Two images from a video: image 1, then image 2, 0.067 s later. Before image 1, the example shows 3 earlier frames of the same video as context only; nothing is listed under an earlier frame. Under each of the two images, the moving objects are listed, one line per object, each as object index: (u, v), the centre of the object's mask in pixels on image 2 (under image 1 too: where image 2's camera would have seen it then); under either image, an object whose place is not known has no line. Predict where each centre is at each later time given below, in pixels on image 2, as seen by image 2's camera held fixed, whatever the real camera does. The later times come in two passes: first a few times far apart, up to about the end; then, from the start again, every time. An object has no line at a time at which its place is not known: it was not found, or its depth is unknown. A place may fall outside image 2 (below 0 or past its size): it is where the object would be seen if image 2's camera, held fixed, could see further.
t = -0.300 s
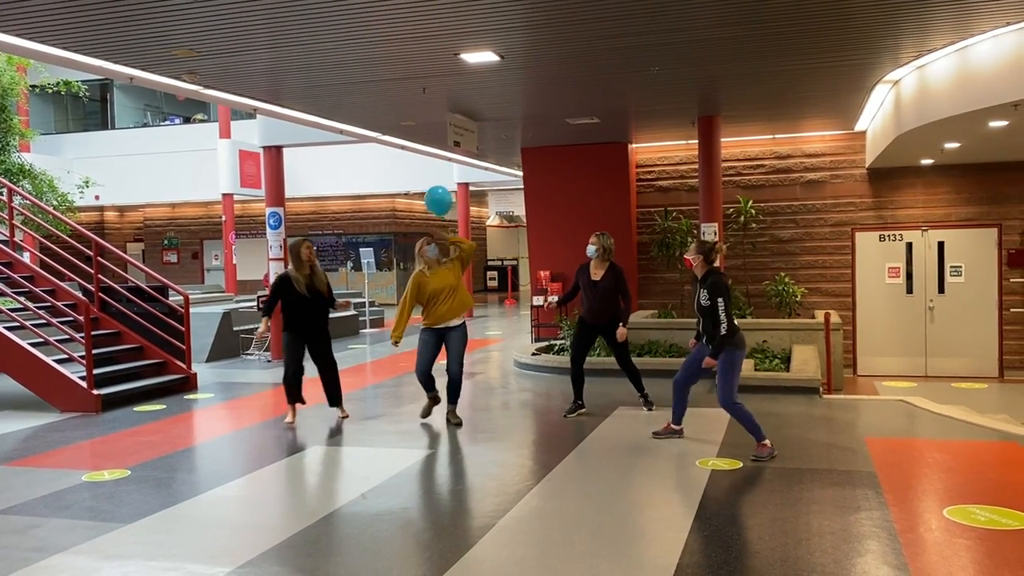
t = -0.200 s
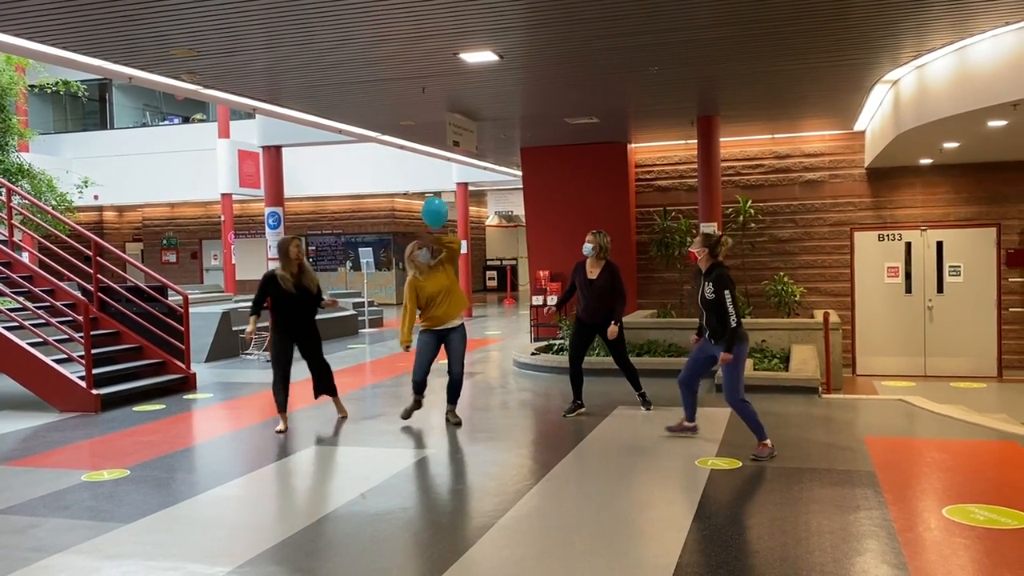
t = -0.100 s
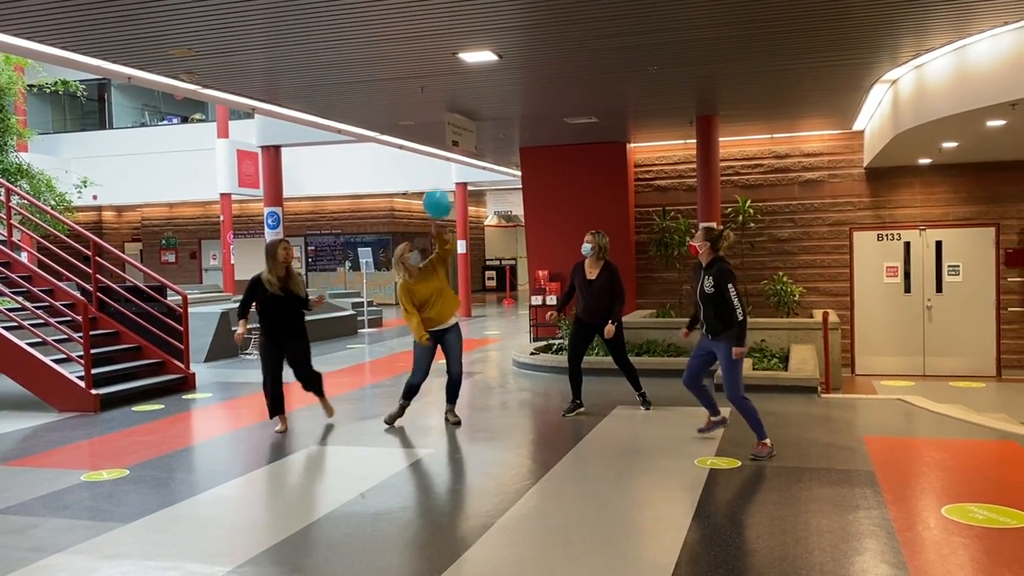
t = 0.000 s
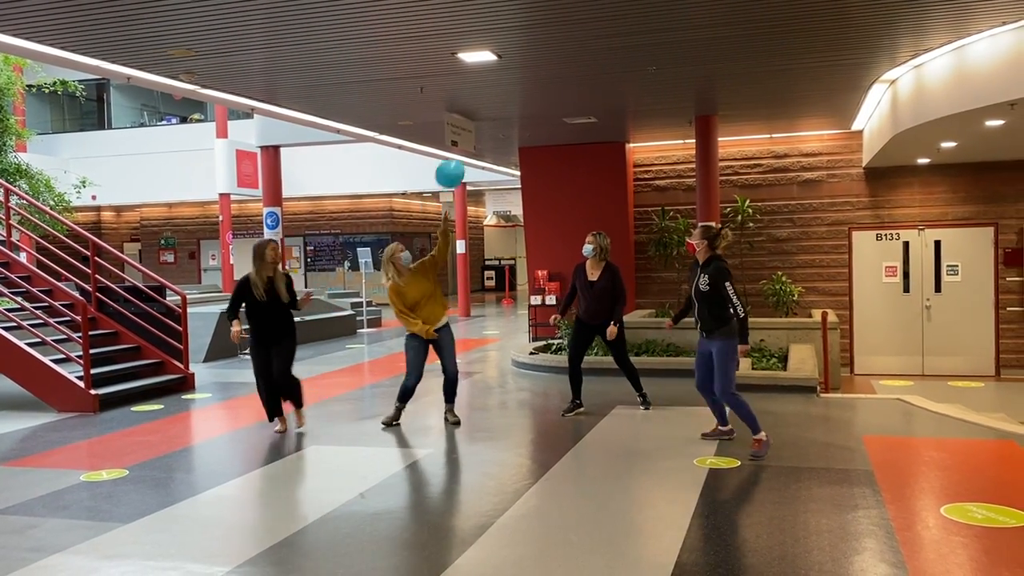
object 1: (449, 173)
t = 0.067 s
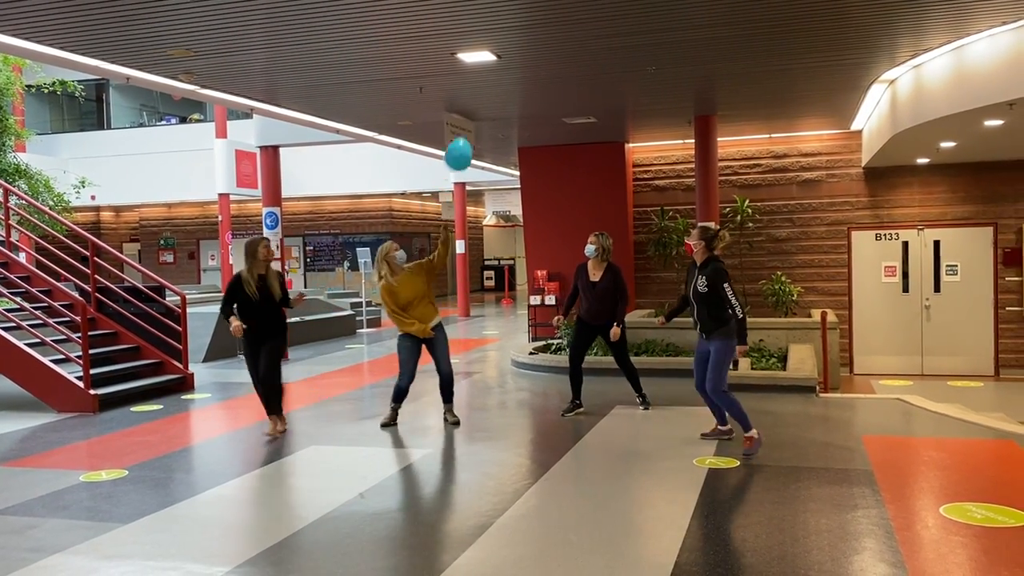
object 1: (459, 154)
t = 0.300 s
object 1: (477, 107)
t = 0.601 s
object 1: (485, 81)
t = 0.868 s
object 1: (490, 81)
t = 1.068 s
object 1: (493, 93)
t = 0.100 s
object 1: (462, 145)
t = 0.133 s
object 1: (466, 139)
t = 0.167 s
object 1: (469, 131)
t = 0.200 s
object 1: (472, 124)
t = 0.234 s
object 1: (474, 118)
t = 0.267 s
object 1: (476, 112)
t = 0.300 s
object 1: (477, 107)
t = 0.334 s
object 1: (478, 102)
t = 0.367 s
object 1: (479, 98)
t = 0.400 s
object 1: (480, 94)
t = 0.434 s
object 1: (481, 91)
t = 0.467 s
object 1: (482, 88)
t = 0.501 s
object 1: (482, 85)
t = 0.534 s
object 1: (483, 84)
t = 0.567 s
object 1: (484, 82)
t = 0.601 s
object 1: (485, 81)
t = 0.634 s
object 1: (486, 80)
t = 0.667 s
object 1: (486, 79)
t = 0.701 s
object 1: (487, 79)
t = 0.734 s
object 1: (488, 79)
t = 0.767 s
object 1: (489, 79)
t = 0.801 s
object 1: (489, 80)
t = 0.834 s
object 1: (490, 81)
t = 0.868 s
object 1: (490, 81)
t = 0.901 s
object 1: (491, 82)
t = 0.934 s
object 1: (492, 84)
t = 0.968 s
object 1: (492, 85)
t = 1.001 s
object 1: (493, 87)
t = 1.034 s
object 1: (493, 90)
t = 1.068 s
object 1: (493, 93)
